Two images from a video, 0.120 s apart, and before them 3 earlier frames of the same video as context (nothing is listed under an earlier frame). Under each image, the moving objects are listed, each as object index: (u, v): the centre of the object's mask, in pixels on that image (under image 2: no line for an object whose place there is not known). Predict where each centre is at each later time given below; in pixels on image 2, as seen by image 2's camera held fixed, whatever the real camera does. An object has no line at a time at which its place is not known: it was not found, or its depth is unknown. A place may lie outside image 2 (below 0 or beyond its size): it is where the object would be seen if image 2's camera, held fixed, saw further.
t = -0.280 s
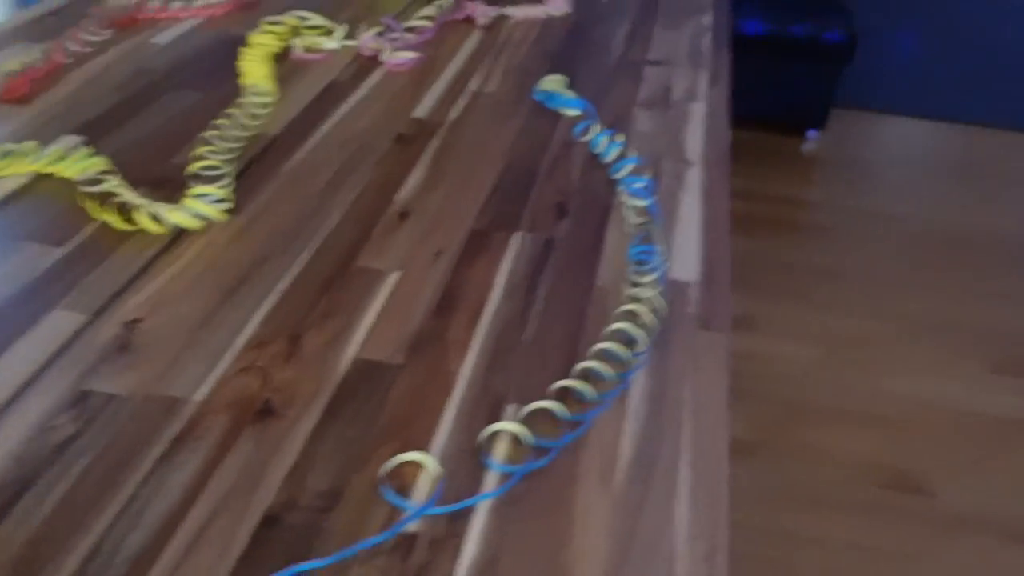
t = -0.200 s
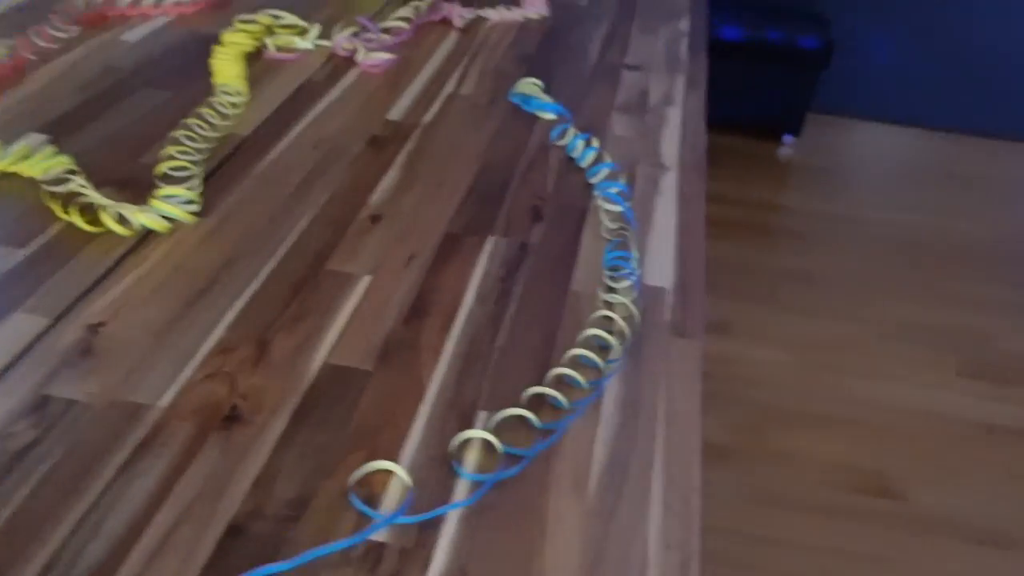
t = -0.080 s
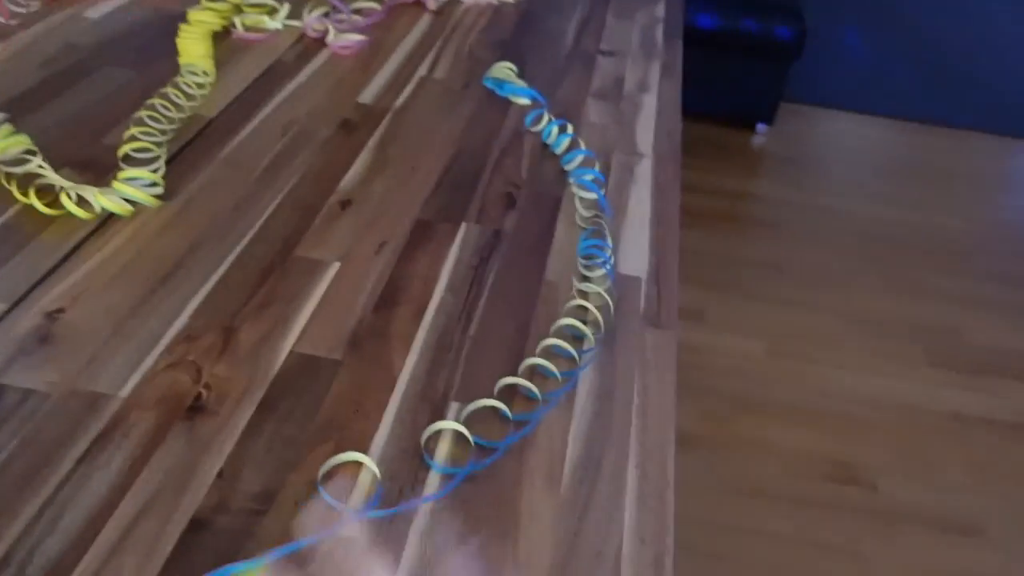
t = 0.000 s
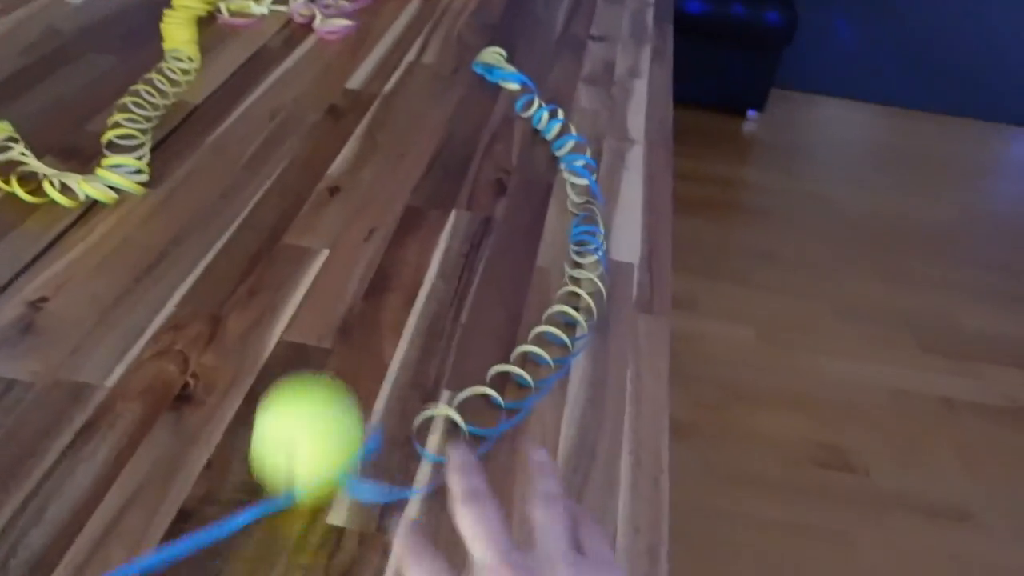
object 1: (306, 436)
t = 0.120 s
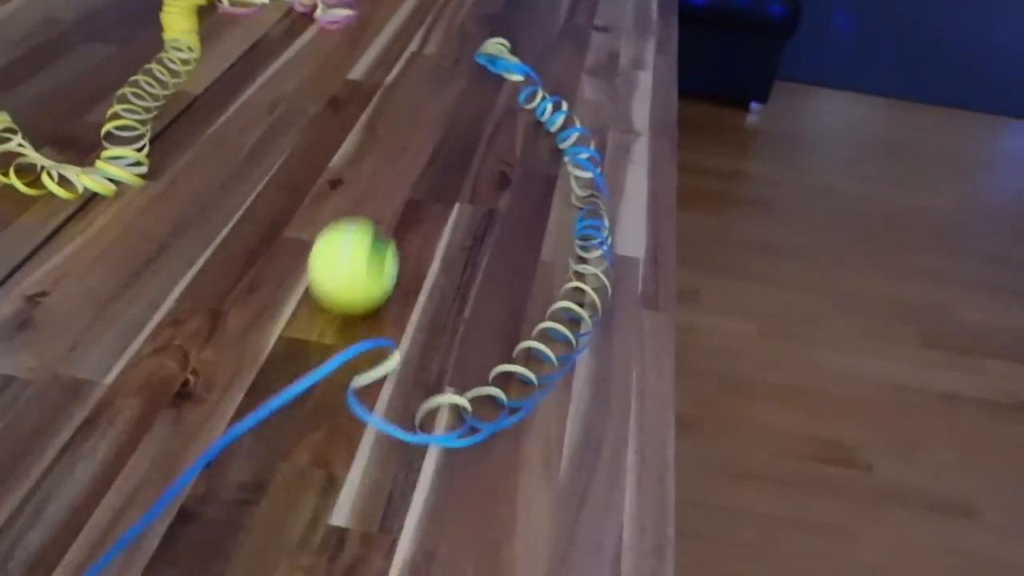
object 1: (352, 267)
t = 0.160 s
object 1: (364, 227)
